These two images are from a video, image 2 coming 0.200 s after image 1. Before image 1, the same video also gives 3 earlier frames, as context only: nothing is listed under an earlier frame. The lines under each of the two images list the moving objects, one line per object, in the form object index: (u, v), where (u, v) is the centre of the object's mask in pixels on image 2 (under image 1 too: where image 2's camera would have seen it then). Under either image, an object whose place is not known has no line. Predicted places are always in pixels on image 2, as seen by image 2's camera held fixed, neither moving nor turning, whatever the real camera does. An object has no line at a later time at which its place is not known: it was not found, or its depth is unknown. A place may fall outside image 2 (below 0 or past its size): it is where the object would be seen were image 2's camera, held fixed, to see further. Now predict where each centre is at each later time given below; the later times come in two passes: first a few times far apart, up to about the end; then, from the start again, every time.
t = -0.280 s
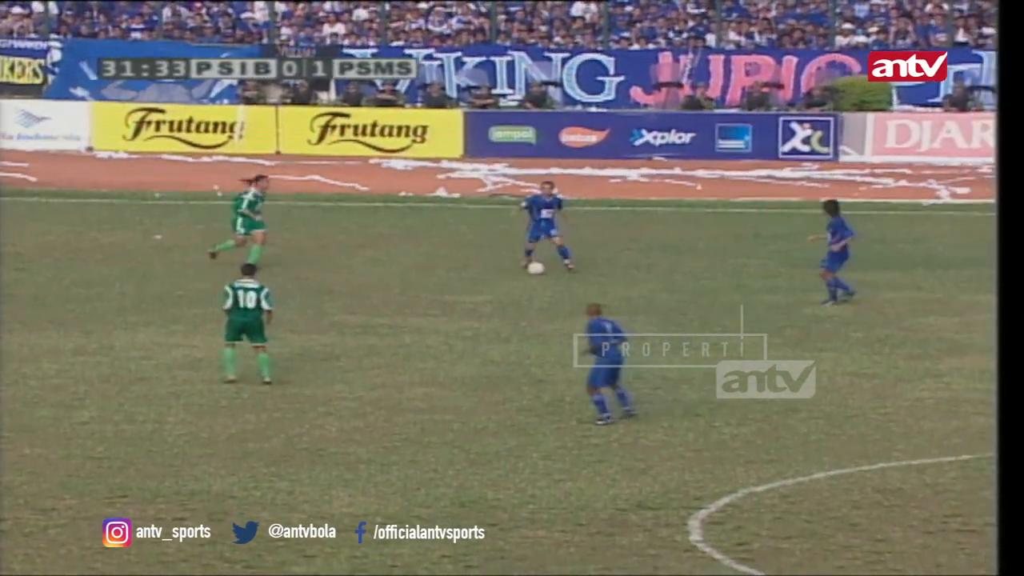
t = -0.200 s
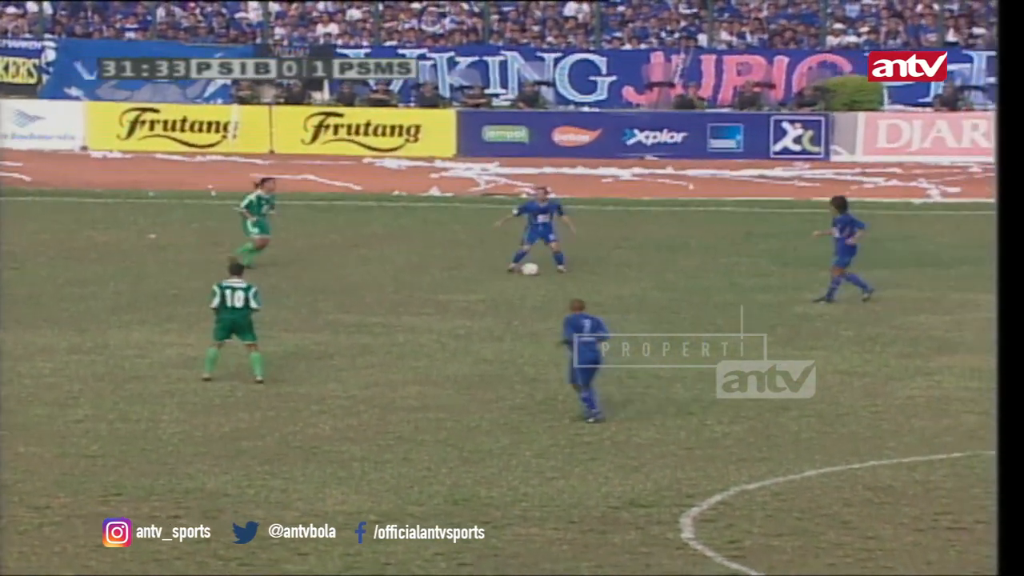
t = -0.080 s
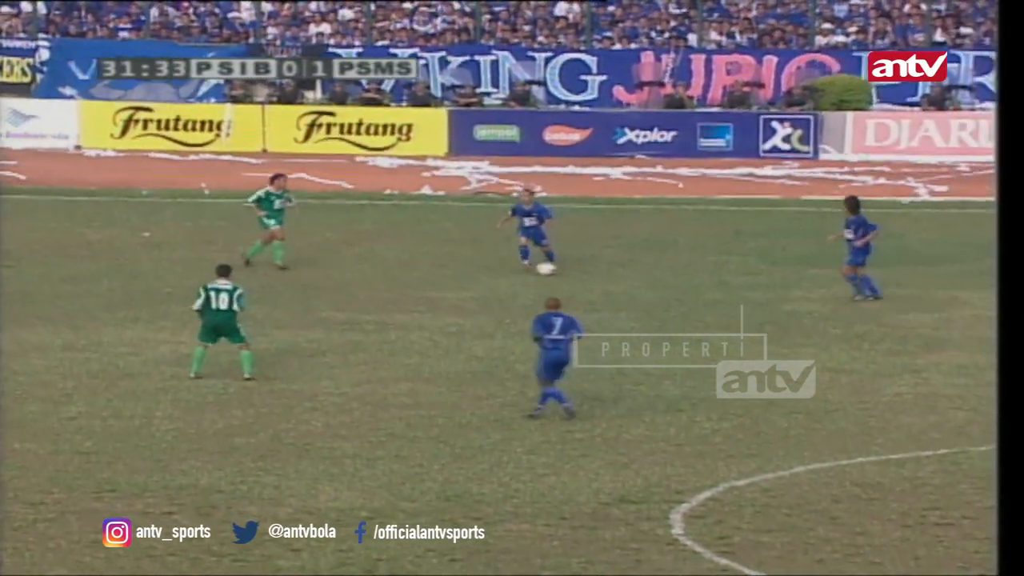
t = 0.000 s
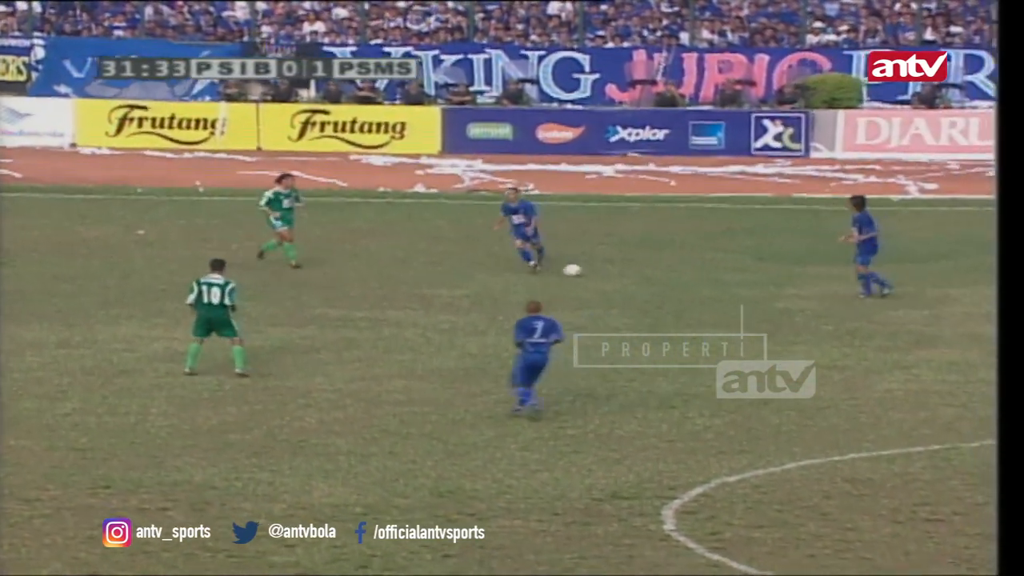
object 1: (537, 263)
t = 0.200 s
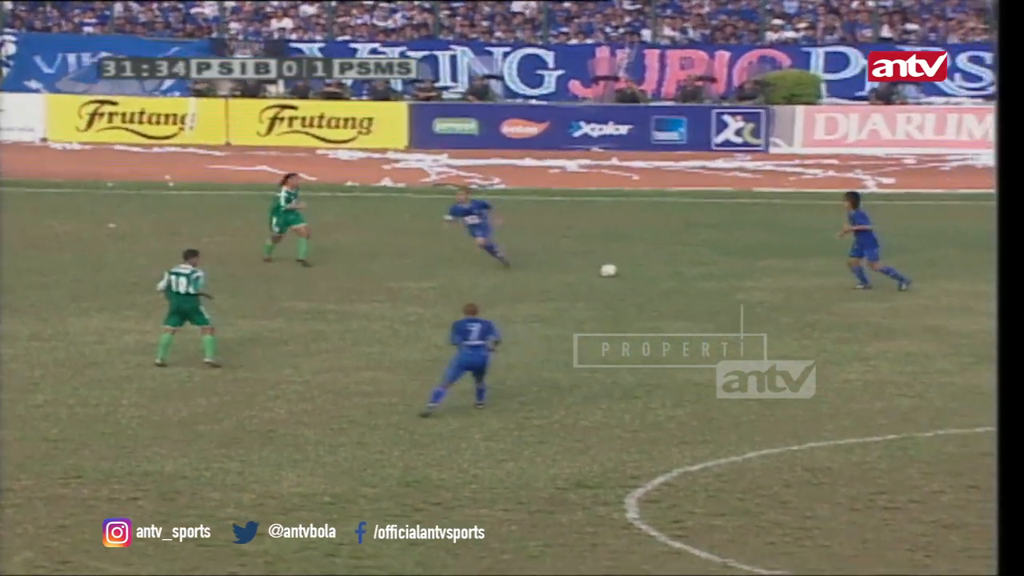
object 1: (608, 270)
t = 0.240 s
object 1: (619, 268)
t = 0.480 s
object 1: (679, 273)
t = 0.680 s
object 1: (727, 276)
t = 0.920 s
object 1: (785, 285)
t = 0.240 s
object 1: (619, 268)
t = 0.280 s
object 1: (628, 266)
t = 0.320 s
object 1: (639, 265)
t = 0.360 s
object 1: (649, 266)
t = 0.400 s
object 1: (659, 267)
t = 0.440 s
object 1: (669, 270)
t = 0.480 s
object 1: (679, 273)
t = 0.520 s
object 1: (690, 277)
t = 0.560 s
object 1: (699, 277)
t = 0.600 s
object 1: (709, 276)
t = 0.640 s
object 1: (718, 276)
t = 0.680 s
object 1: (727, 276)
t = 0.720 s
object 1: (737, 277)
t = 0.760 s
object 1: (747, 280)
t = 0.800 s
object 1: (756, 283)
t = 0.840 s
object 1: (765, 284)
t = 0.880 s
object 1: (775, 284)
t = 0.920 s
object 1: (785, 285)
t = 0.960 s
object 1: (794, 286)
